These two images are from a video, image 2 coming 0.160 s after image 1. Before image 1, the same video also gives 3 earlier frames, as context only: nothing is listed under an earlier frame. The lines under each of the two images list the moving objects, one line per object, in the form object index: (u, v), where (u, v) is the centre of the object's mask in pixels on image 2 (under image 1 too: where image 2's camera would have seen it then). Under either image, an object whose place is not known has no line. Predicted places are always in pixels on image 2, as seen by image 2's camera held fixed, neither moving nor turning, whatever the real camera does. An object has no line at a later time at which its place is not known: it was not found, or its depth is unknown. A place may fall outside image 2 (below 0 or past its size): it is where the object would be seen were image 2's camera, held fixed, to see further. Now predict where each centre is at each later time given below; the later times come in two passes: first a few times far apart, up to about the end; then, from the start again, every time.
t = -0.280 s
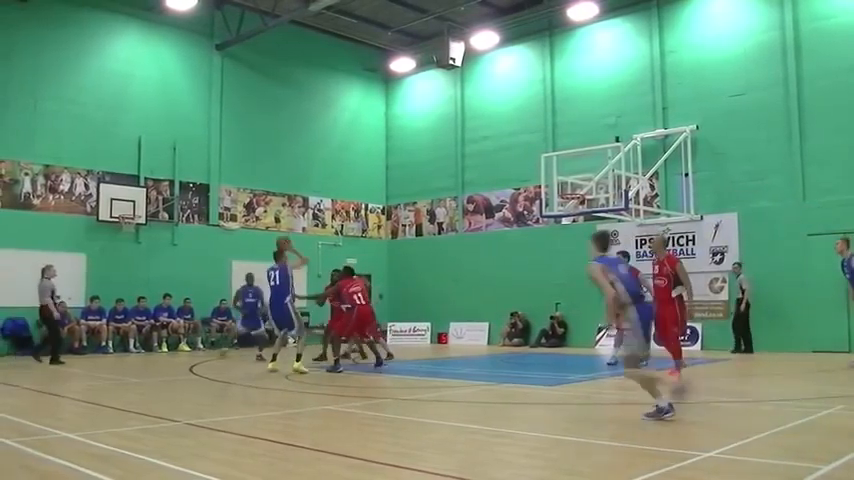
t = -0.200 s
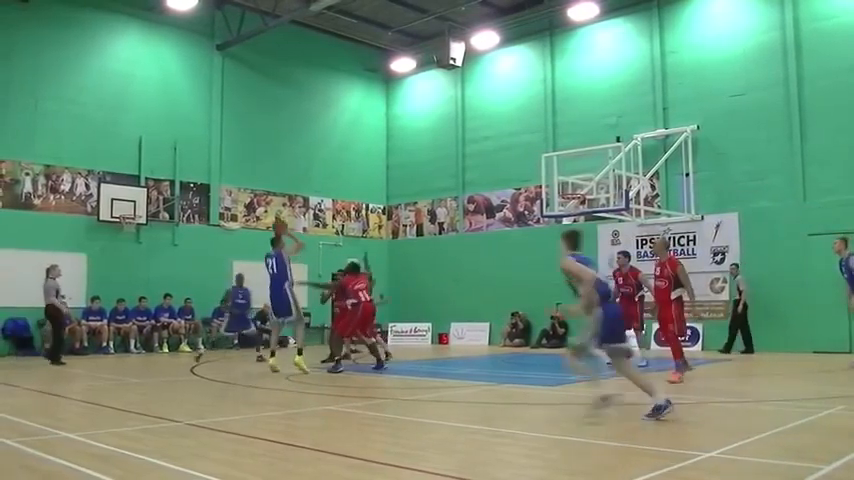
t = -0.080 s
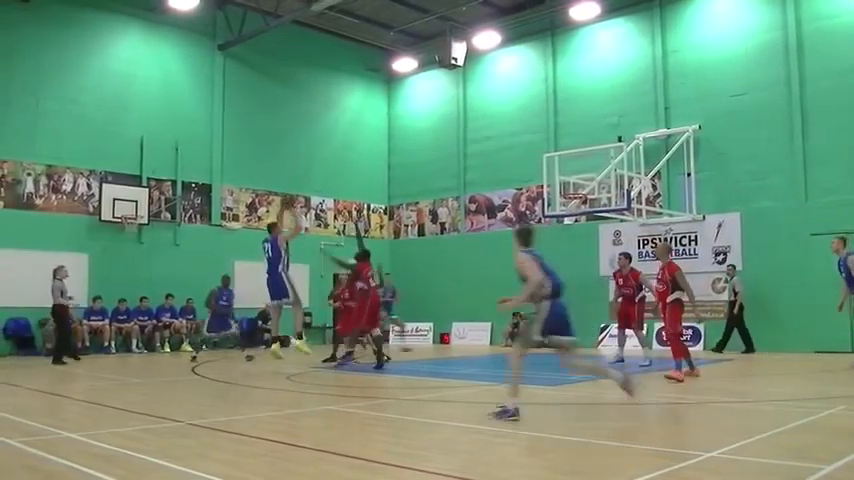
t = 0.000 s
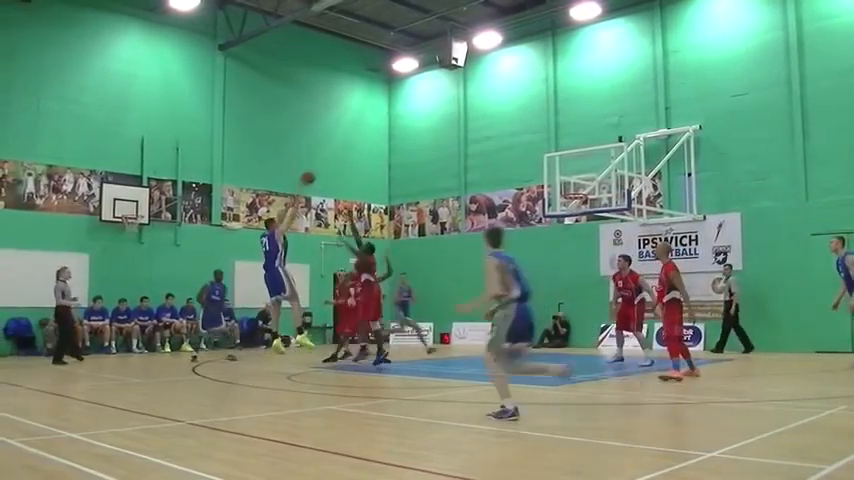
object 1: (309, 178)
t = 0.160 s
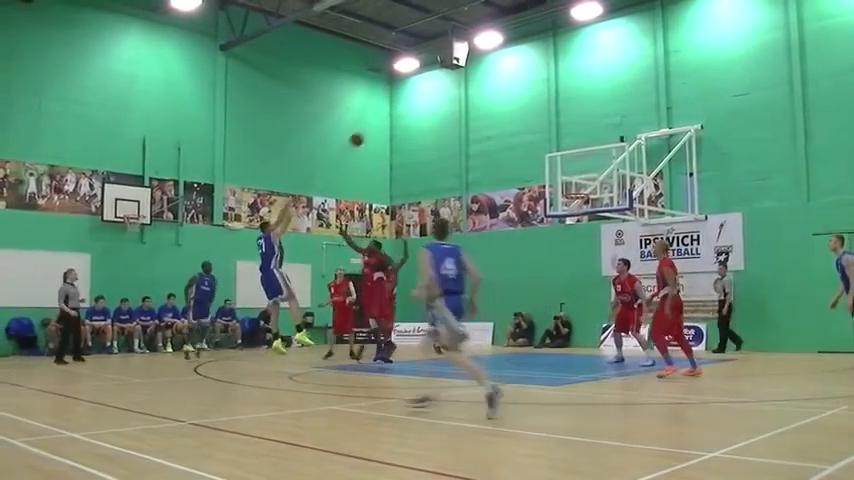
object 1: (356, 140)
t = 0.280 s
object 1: (390, 122)
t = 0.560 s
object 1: (461, 115)
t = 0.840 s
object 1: (528, 150)
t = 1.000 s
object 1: (564, 186)
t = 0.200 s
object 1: (367, 133)
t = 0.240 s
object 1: (378, 127)
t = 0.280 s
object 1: (390, 122)
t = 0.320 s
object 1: (400, 119)
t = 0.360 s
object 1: (411, 116)
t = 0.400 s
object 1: (422, 114)
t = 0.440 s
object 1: (432, 113)
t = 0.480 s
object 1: (442, 112)
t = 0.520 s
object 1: (452, 113)
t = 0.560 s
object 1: (461, 115)
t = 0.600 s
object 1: (471, 118)
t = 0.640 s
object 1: (481, 121)
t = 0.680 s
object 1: (491, 125)
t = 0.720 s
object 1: (500, 130)
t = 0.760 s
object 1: (509, 135)
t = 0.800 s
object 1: (518, 142)
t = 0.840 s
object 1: (528, 150)
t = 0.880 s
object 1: (537, 158)
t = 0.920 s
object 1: (545, 165)
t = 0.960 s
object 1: (555, 175)
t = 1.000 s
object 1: (564, 186)
